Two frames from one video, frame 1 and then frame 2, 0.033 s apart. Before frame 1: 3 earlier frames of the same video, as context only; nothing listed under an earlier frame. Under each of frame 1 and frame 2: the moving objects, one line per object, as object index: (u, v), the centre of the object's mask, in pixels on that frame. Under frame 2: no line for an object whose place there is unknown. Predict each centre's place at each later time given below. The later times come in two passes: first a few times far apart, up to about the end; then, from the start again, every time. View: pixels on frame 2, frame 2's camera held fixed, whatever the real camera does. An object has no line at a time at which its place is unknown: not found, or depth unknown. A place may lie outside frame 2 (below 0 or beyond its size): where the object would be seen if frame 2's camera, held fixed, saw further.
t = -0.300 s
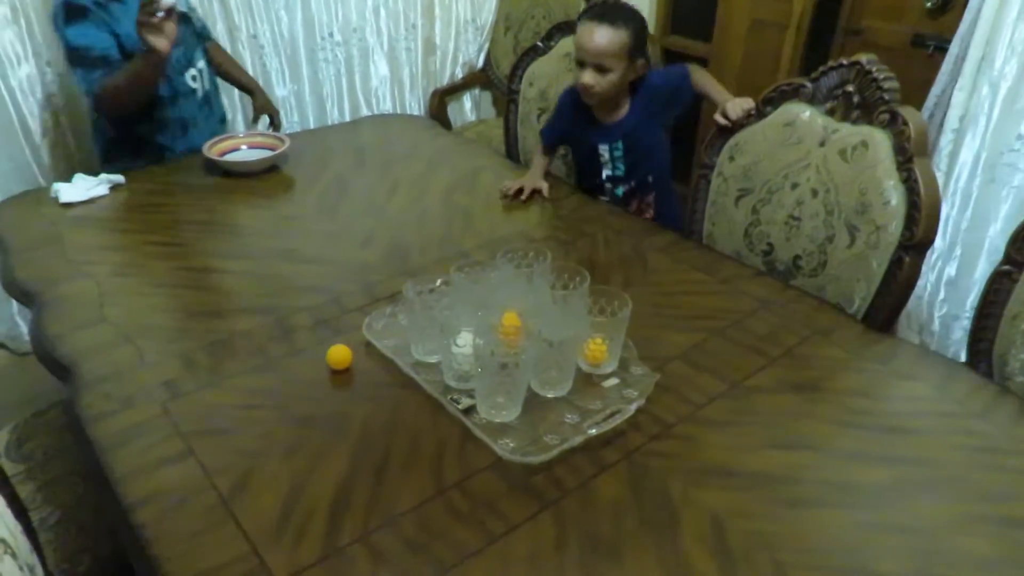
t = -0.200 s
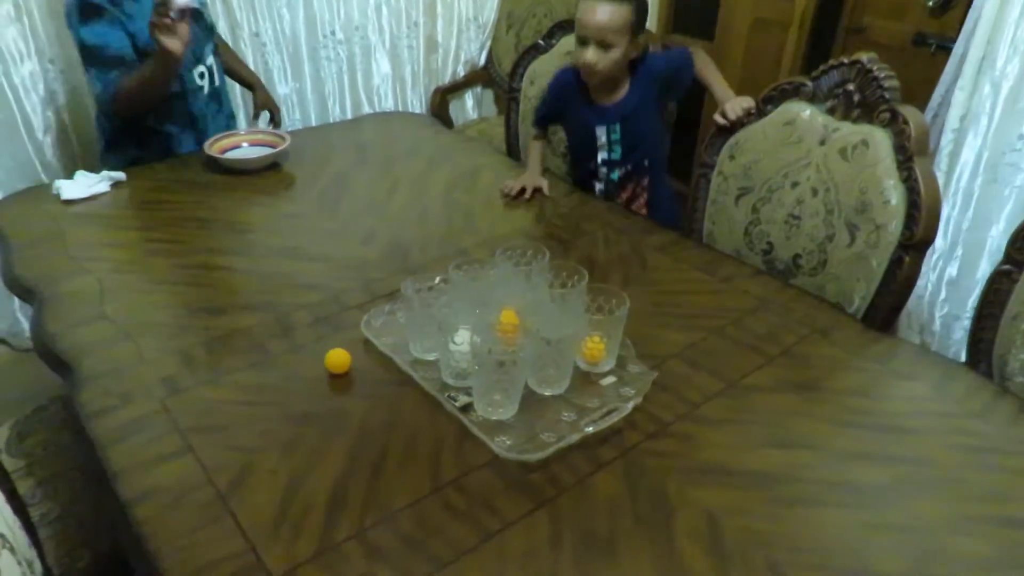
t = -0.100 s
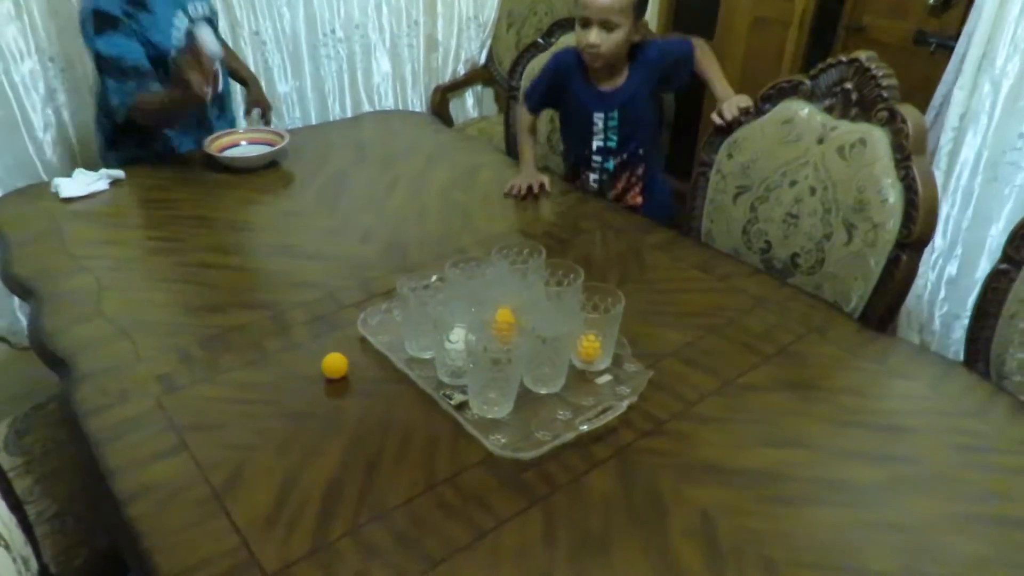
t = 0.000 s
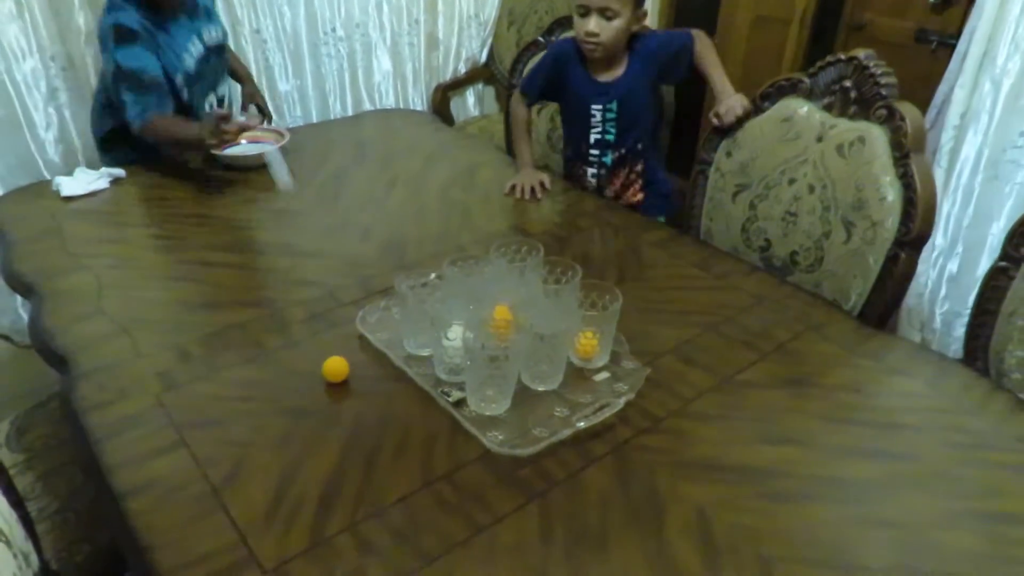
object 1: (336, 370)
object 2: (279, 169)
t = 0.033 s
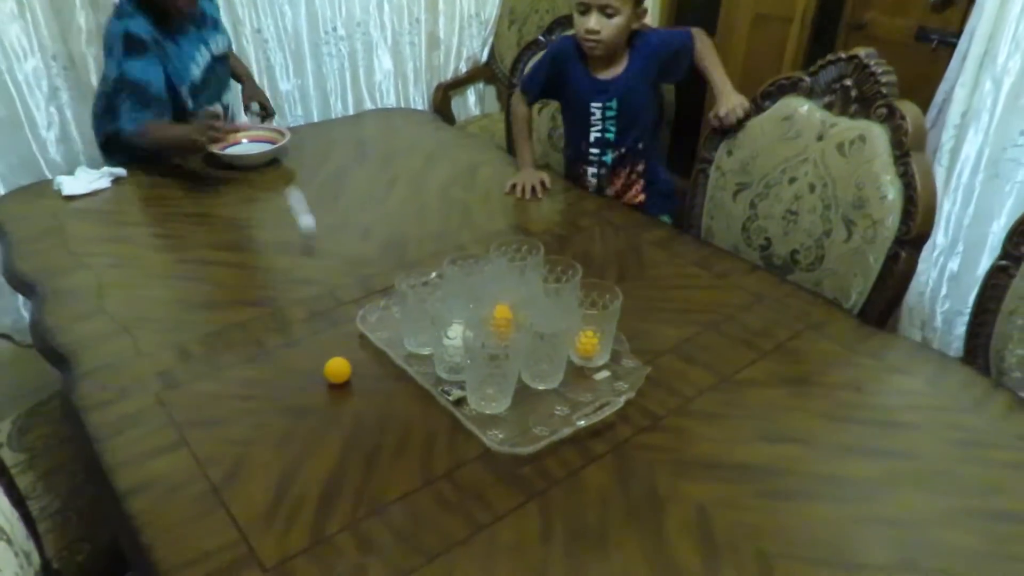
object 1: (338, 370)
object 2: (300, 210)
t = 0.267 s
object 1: (349, 384)
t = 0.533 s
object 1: (365, 394)
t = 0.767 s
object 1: (377, 398)
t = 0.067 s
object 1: (338, 373)
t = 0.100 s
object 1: (340, 375)
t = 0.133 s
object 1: (342, 377)
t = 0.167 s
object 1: (344, 379)
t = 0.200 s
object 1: (346, 380)
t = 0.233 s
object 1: (348, 382)
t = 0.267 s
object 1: (349, 384)
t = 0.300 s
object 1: (351, 386)
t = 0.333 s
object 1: (353, 387)
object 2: (405, 172)
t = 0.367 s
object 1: (356, 388)
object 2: (423, 197)
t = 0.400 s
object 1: (357, 390)
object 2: (440, 231)
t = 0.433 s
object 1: (359, 391)
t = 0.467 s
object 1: (361, 392)
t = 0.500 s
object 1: (363, 393)
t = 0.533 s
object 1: (365, 394)
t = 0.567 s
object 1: (366, 395)
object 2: (432, 283)
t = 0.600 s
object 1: (368, 396)
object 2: (421, 282)
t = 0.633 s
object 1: (369, 396)
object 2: (411, 285)
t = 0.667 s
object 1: (371, 396)
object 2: (401, 296)
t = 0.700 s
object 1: (373, 397)
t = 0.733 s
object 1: (375, 397)
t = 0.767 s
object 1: (377, 398)
